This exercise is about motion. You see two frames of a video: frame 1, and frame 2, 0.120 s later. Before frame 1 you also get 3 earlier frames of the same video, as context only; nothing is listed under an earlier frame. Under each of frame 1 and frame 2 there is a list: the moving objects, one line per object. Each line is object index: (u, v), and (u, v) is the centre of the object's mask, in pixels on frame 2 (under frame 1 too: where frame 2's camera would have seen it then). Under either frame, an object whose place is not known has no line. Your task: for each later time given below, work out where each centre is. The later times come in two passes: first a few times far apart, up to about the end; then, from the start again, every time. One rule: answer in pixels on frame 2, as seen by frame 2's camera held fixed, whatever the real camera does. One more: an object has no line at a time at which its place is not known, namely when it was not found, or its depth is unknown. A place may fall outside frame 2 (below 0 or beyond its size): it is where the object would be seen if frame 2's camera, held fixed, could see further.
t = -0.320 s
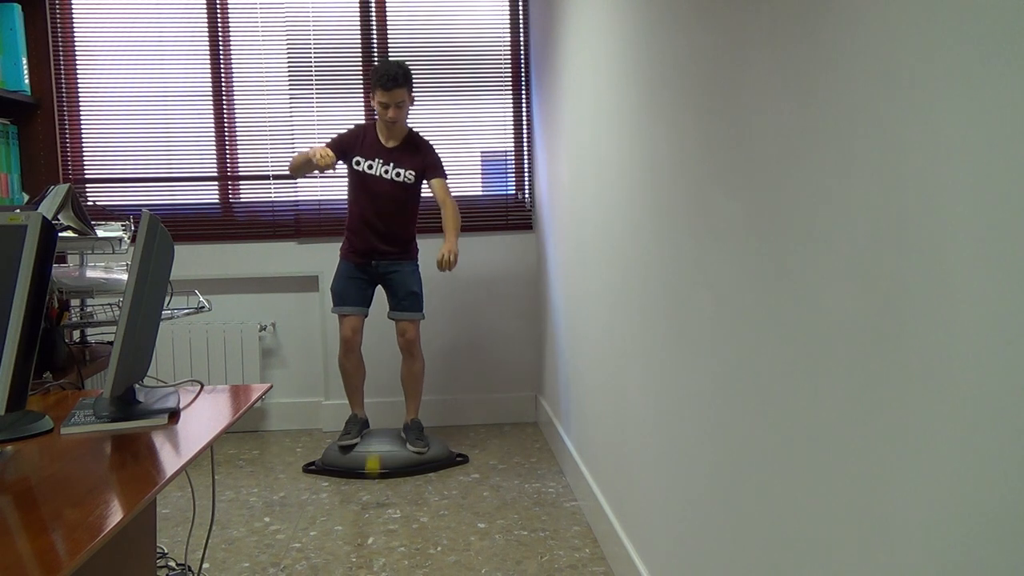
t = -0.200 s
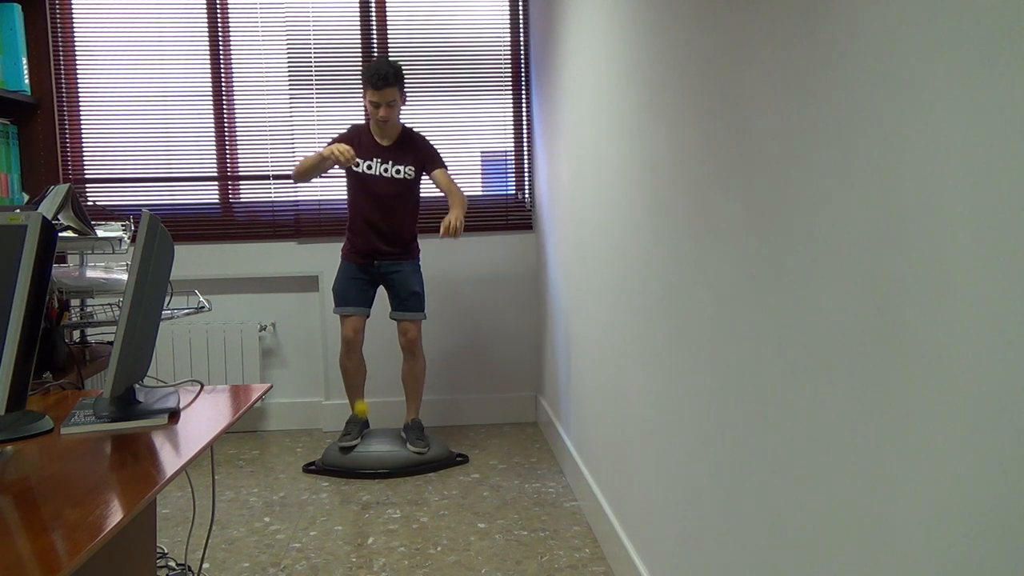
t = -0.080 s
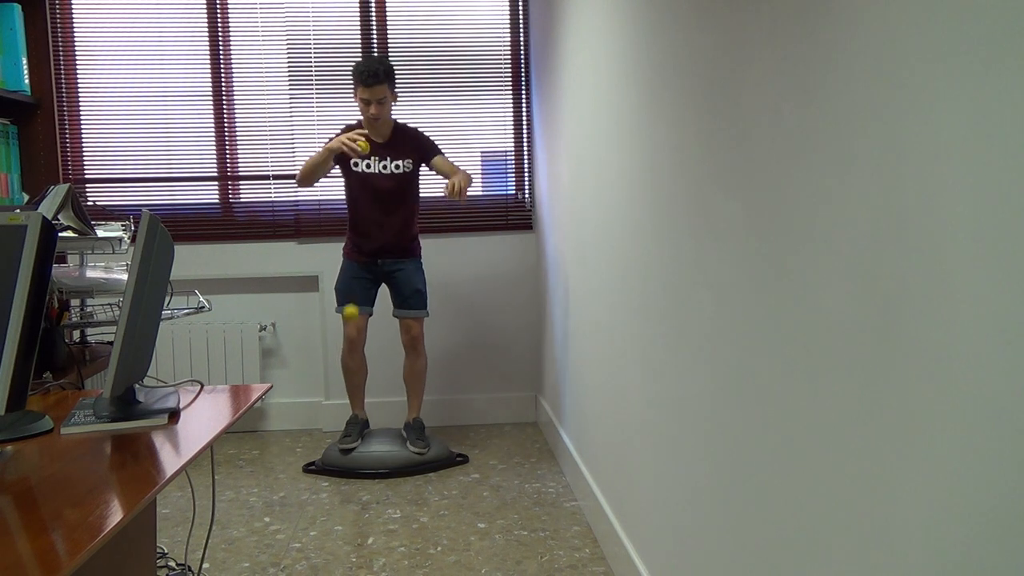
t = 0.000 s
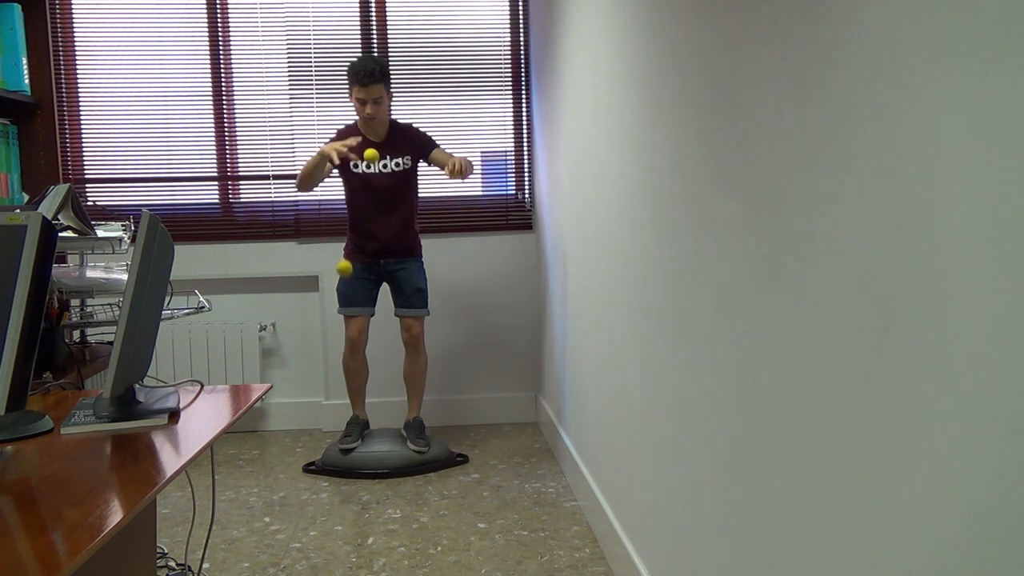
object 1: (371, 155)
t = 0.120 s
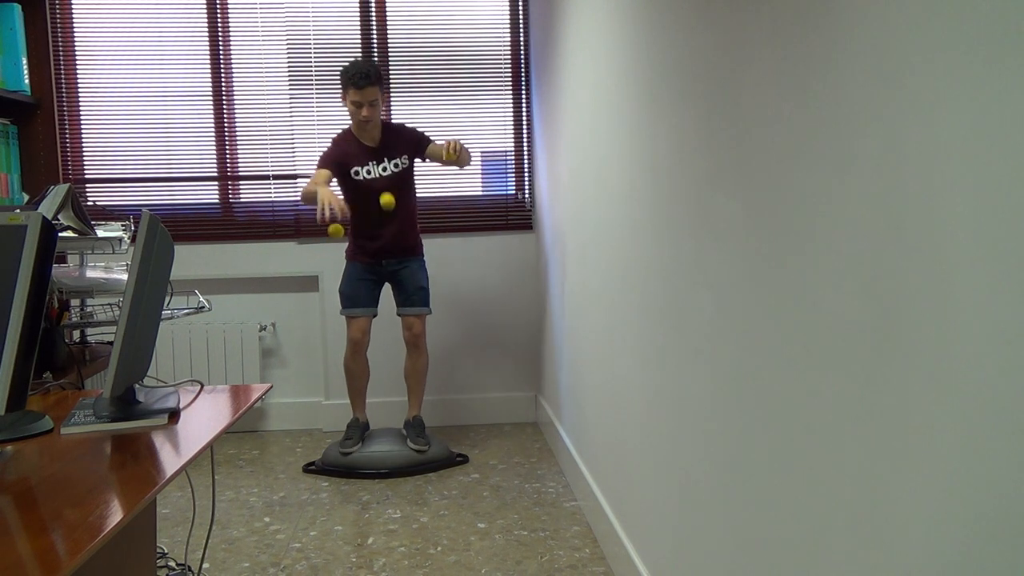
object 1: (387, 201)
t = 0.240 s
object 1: (404, 284)
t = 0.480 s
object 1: (435, 439)
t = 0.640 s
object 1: (442, 309)
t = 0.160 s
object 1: (393, 225)
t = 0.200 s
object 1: (398, 252)
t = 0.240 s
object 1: (404, 284)
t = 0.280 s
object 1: (410, 319)
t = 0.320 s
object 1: (416, 359)
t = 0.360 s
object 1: (422, 402)
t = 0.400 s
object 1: (429, 452)
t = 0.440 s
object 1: (434, 480)
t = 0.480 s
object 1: (435, 439)
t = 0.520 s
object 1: (437, 401)
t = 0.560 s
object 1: (439, 366)
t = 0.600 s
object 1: (441, 336)
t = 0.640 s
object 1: (442, 309)
